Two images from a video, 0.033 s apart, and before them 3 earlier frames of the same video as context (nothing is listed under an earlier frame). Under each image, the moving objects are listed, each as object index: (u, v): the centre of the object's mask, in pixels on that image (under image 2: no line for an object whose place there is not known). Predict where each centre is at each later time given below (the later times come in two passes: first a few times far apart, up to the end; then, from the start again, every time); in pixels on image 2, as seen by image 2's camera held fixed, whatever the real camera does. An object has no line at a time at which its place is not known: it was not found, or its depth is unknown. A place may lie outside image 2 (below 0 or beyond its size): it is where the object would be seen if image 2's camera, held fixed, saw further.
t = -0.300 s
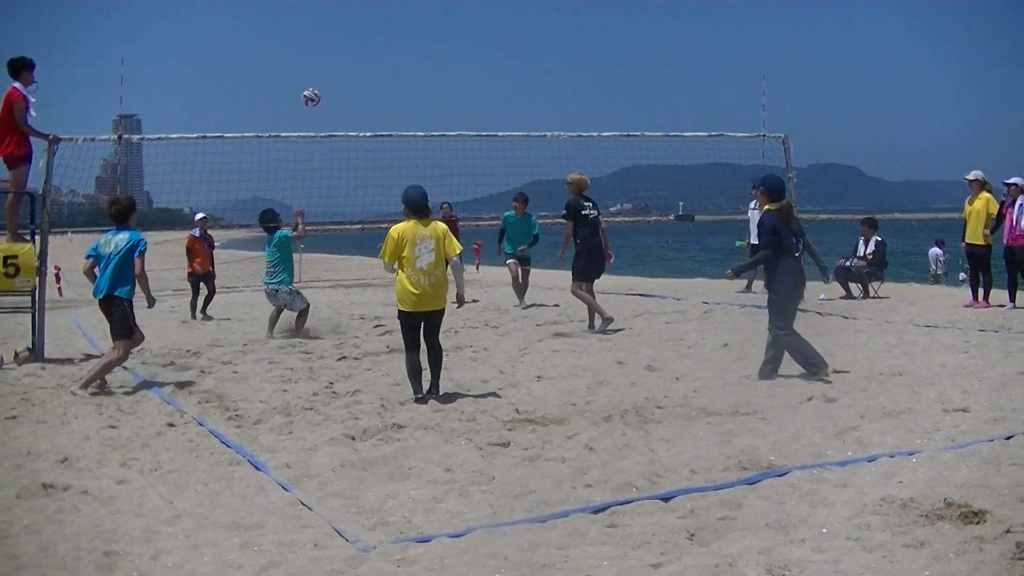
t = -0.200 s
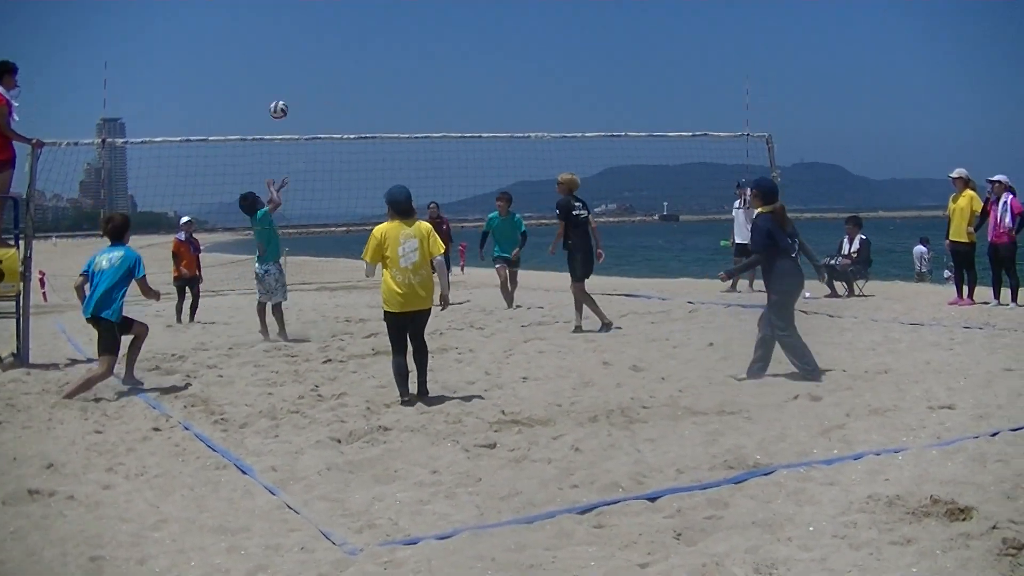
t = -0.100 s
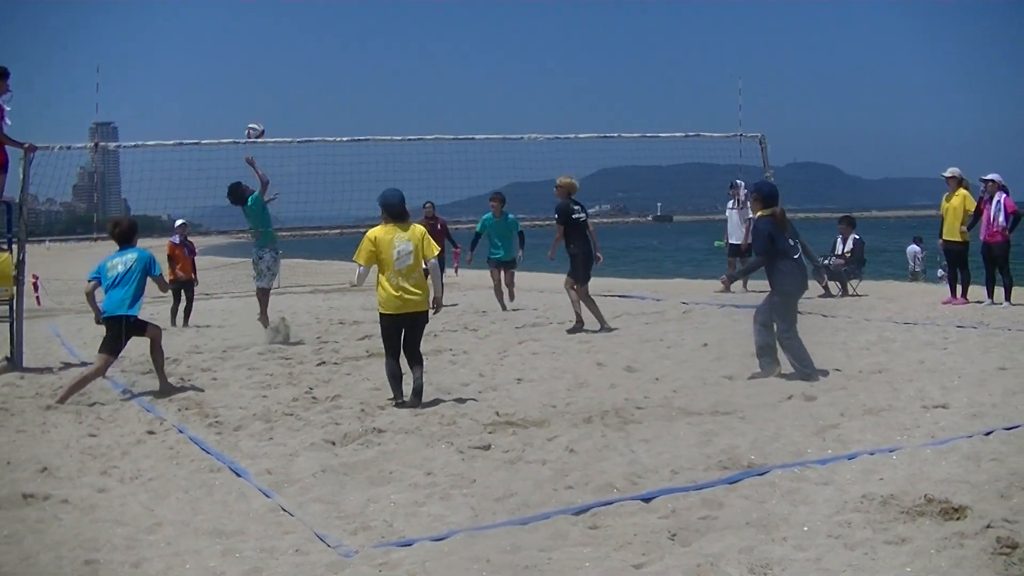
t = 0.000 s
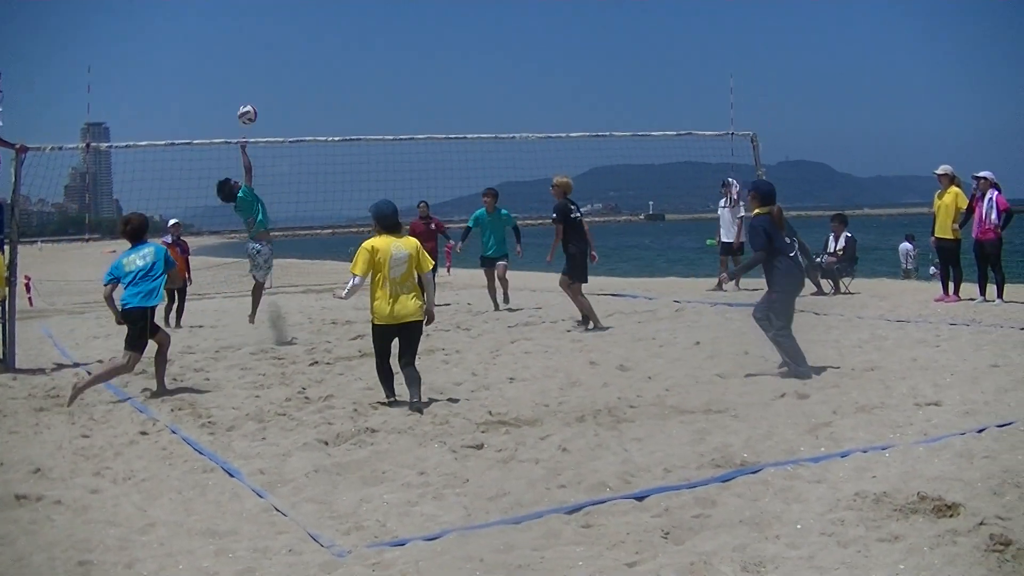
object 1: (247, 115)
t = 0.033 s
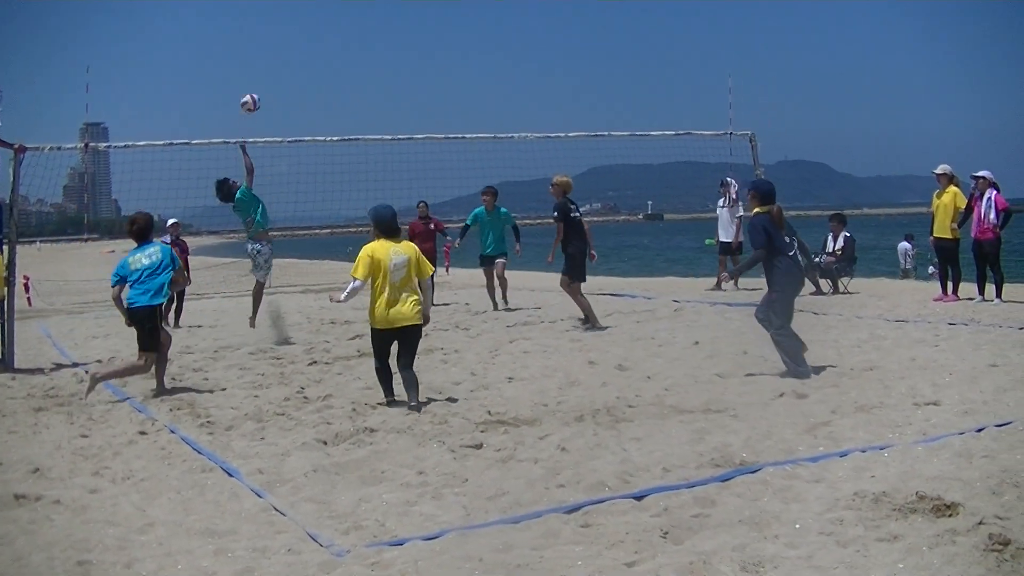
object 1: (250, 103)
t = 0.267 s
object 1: (285, 52)
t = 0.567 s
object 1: (337, 56)
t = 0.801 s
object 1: (382, 123)
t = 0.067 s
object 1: (255, 93)
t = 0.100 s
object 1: (259, 84)
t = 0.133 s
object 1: (263, 76)
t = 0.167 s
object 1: (269, 68)
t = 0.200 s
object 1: (274, 62)
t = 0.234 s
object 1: (279, 57)
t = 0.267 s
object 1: (285, 52)
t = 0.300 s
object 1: (291, 48)
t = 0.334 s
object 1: (296, 46)
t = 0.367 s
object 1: (302, 44)
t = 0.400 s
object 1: (308, 43)
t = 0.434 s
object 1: (313, 43)
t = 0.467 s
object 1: (319, 45)
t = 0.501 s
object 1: (325, 48)
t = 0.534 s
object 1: (331, 52)
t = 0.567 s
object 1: (337, 56)
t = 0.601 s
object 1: (344, 63)
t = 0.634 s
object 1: (351, 68)
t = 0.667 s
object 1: (357, 77)
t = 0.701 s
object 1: (364, 87)
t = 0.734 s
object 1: (370, 98)
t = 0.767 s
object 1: (376, 109)
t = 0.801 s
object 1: (382, 123)
